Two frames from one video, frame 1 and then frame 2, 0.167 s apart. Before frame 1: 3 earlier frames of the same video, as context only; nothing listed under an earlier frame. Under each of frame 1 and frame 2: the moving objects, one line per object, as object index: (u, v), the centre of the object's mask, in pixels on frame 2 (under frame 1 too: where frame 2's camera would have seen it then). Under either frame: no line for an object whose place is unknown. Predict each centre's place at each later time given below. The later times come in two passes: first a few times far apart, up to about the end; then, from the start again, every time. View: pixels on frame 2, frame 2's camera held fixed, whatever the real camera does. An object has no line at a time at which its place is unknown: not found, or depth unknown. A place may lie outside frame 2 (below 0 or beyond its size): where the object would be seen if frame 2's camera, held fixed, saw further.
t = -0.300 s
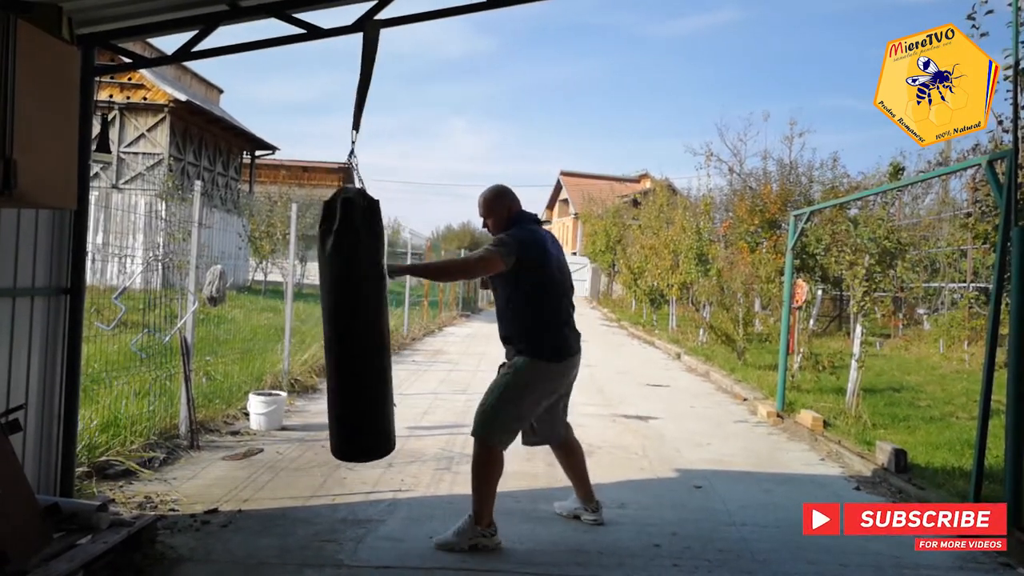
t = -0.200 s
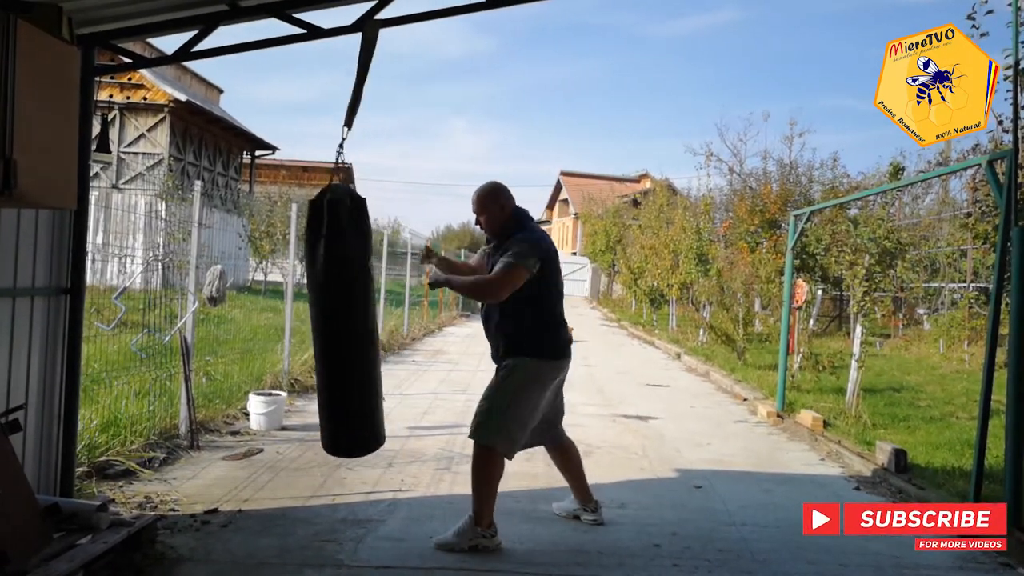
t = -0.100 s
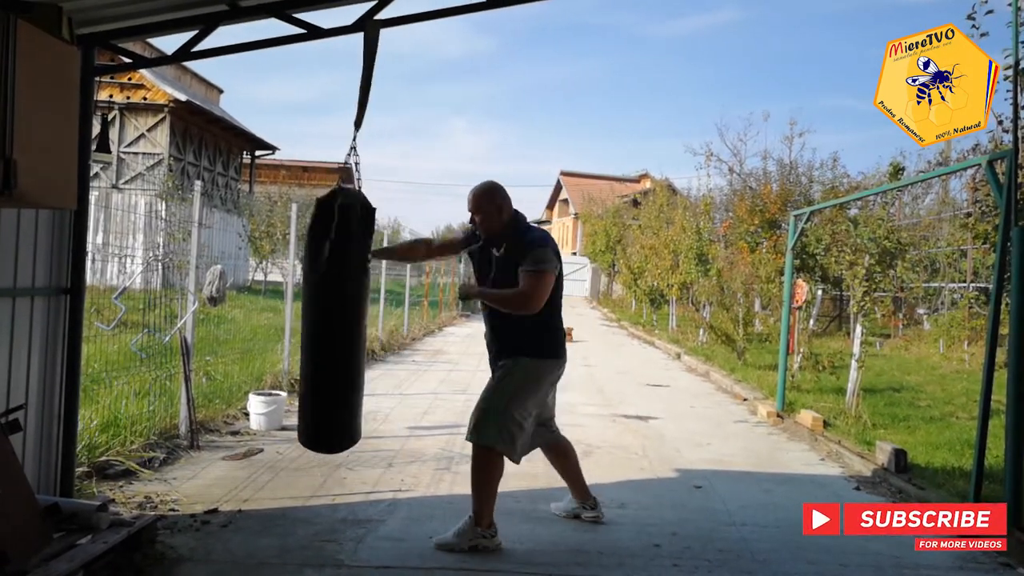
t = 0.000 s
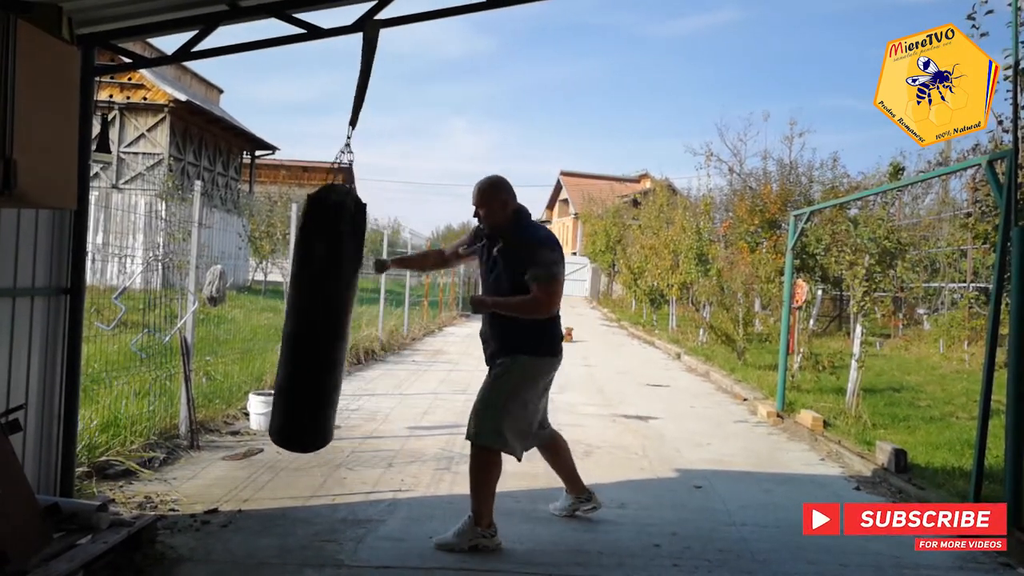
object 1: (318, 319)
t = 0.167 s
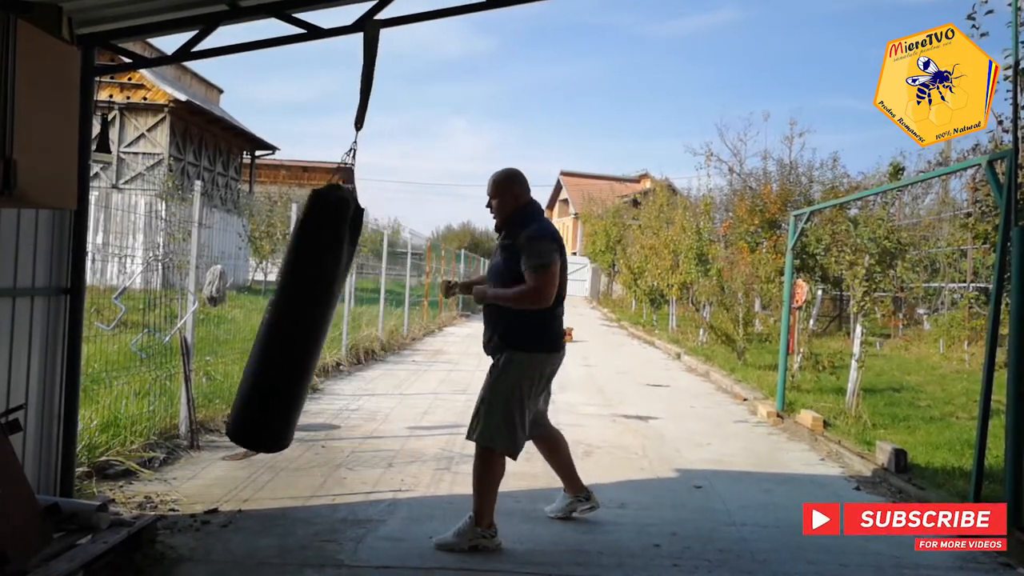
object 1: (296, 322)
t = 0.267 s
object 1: (287, 321)
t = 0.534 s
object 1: (285, 323)
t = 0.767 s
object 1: (312, 334)
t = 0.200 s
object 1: (293, 321)
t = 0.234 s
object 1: (290, 321)
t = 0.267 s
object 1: (287, 321)
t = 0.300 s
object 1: (284, 322)
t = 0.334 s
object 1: (282, 322)
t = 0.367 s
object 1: (281, 322)
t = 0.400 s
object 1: (281, 320)
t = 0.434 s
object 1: (281, 319)
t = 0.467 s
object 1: (282, 319)
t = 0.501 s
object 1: (283, 320)
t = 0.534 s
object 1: (285, 323)
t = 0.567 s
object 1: (287, 326)
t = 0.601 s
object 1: (290, 328)
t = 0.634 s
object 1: (293, 330)
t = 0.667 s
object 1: (297, 331)
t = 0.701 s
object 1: (302, 332)
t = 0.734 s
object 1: (307, 333)
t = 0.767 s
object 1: (312, 334)
